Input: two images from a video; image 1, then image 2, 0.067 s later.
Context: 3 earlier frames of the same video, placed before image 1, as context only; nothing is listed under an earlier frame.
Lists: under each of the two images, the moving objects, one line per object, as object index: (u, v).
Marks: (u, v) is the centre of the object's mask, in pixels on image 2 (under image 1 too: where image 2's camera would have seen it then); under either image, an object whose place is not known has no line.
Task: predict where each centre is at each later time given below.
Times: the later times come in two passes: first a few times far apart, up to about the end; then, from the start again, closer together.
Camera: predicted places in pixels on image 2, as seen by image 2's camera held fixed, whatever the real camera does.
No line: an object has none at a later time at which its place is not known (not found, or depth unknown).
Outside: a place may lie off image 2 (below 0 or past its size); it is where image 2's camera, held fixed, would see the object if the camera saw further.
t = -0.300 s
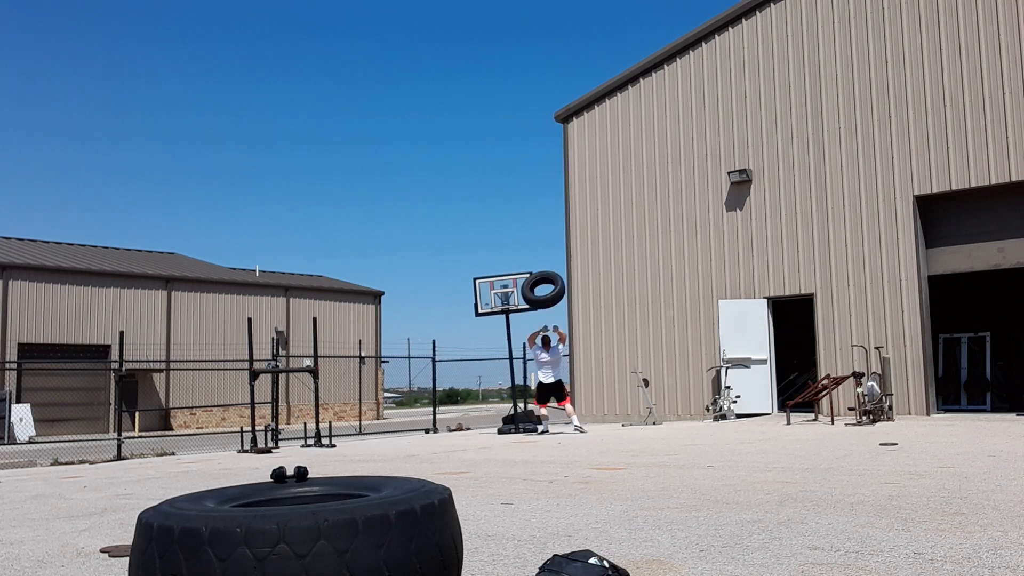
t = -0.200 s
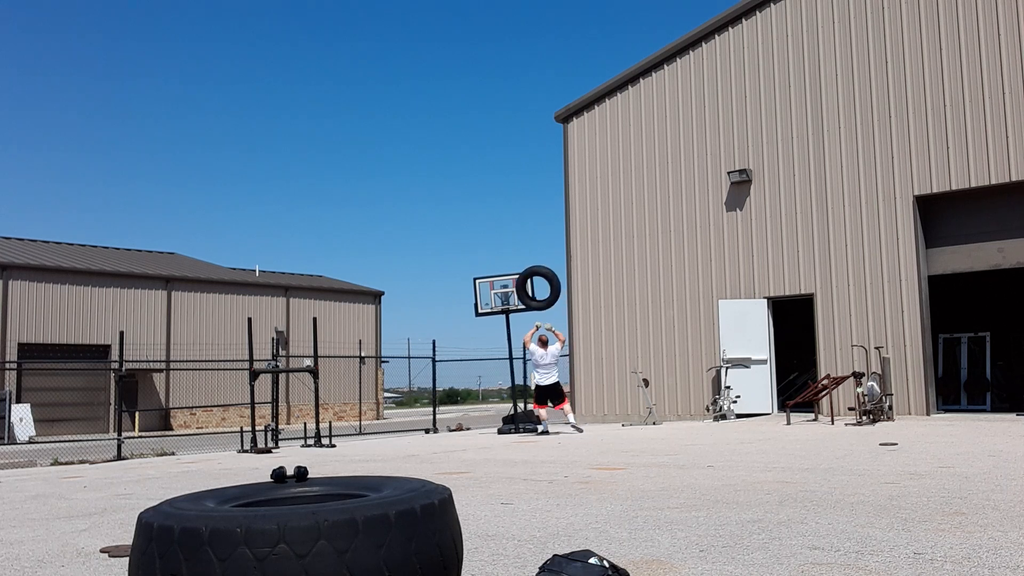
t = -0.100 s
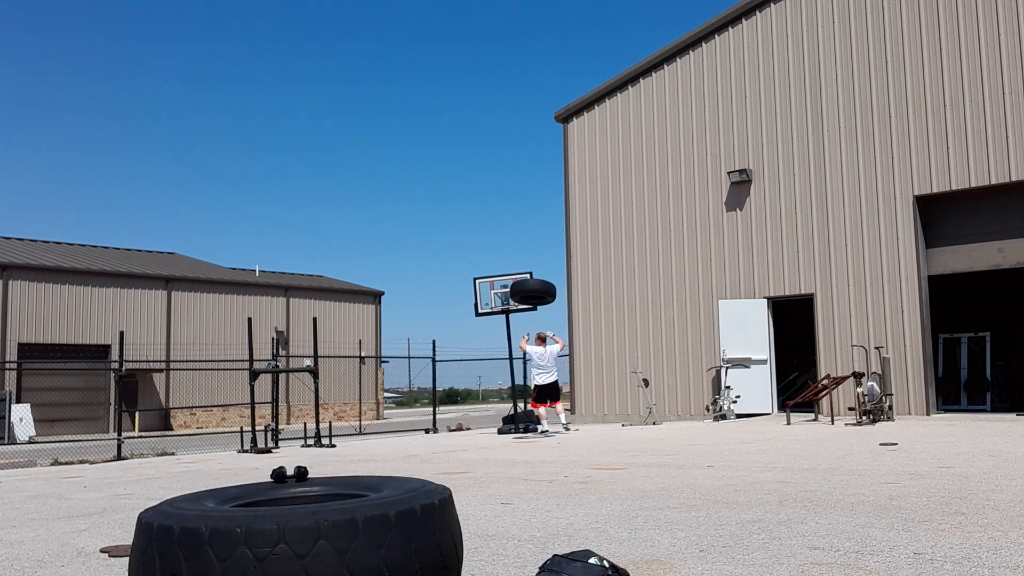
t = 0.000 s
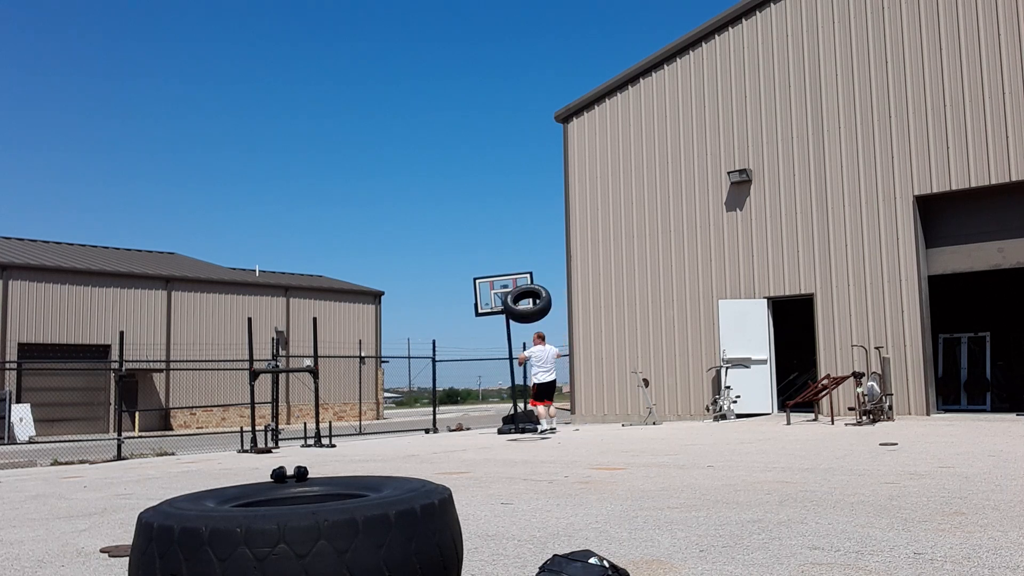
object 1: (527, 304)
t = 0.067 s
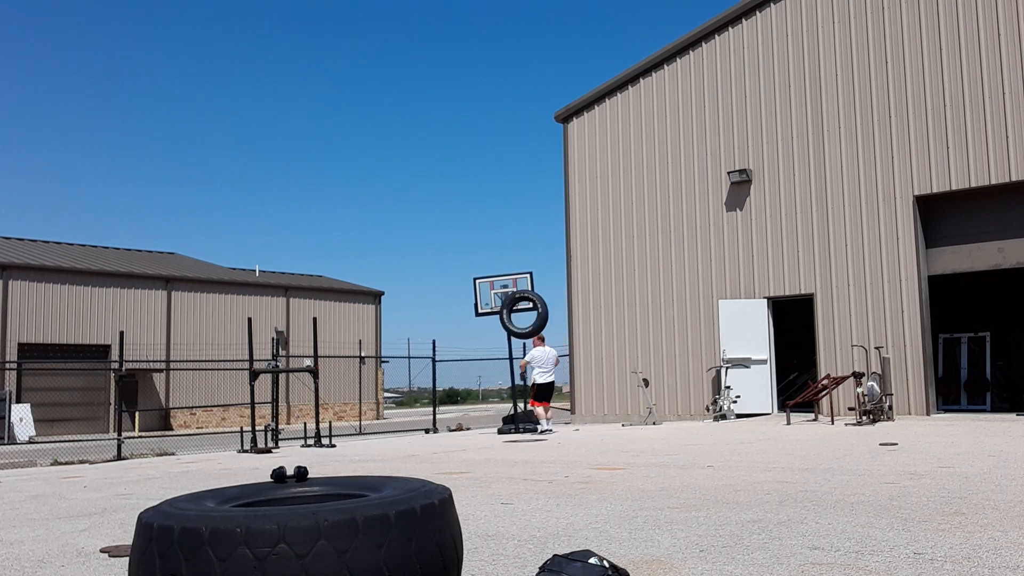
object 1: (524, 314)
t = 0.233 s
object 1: (513, 357)
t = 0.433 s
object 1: (501, 432)
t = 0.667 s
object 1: (474, 430)
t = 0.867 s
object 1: (449, 438)
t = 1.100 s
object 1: (427, 406)
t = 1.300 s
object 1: (407, 412)
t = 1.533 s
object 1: (379, 442)
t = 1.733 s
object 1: (353, 440)
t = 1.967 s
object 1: (319, 443)
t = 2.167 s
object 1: (282, 454)
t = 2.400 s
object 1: (249, 448)
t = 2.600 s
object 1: (217, 449)
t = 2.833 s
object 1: (185, 466)
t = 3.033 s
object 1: (159, 476)
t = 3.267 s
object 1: (137, 483)
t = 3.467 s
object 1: (126, 484)
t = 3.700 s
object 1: (114, 487)
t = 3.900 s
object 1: (103, 490)
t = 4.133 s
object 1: (85, 493)
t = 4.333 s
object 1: (61, 499)
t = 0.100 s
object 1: (522, 321)
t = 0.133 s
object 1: (520, 329)
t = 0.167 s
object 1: (518, 337)
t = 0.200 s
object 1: (516, 346)
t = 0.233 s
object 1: (513, 357)
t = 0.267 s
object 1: (512, 369)
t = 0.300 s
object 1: (510, 382)
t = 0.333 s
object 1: (507, 395)
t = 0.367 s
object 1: (505, 411)
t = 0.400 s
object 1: (503, 426)
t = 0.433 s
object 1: (501, 432)
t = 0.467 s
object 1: (497, 432)
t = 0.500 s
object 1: (494, 429)
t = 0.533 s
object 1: (490, 429)
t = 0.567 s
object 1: (486, 429)
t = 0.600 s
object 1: (482, 429)
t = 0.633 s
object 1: (478, 430)
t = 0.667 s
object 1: (474, 430)
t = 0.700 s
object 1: (470, 431)
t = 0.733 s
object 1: (465, 432)
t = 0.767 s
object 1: (461, 436)
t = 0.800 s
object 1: (456, 440)
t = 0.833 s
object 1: (452, 443)
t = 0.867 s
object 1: (449, 438)
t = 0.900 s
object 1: (445, 430)
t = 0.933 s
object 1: (442, 424)
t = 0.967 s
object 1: (439, 418)
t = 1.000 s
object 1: (436, 413)
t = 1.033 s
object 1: (433, 409)
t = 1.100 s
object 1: (427, 406)
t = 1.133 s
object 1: (424, 404)
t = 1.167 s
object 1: (421, 404)
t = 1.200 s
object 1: (417, 405)
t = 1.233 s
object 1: (414, 406)
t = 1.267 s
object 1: (410, 409)
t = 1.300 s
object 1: (407, 412)
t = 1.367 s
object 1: (399, 426)
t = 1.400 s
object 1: (395, 434)
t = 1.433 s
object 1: (392, 442)
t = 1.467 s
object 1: (388, 446)
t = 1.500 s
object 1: (384, 444)
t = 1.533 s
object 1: (379, 442)
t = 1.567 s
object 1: (375, 439)
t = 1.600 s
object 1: (371, 437)
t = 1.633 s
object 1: (366, 435)
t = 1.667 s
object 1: (362, 436)
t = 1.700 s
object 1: (358, 438)
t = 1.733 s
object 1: (353, 440)
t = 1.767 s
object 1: (349, 443)
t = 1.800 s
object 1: (345, 445)
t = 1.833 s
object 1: (341, 446)
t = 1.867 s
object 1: (343, 443)
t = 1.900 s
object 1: (330, 445)
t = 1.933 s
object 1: (325, 443)
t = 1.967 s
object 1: (319, 443)
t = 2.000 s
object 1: (313, 444)
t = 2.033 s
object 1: (308, 445)
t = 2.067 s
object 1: (302, 448)
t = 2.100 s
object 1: (296, 451)
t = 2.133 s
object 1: (289, 453)
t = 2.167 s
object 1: (282, 454)
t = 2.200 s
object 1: (277, 455)
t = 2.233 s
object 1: (272, 455)
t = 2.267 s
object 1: (267, 451)
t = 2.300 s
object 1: (262, 445)
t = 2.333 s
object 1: (254, 442)
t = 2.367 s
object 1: (254, 449)
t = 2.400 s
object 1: (249, 448)
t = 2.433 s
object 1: (244, 449)
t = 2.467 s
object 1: (229, 436)
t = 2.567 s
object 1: (222, 447)
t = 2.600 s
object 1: (217, 449)
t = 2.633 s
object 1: (215, 458)
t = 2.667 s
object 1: (210, 458)
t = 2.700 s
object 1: (205, 459)
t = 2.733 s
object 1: (200, 461)
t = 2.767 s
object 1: (195, 463)
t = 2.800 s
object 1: (190, 465)
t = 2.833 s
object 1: (185, 466)
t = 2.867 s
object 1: (181, 467)
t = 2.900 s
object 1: (176, 469)
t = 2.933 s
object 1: (171, 472)
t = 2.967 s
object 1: (167, 474)
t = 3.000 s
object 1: (163, 475)
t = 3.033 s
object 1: (159, 476)
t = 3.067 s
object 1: (155, 477)
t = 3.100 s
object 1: (151, 479)
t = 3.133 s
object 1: (148, 480)
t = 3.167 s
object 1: (145, 480)
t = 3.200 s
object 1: (142, 481)
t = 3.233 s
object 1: (139, 482)
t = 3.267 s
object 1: (137, 483)
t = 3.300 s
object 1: (135, 483)
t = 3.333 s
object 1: (133, 483)
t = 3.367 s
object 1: (131, 484)
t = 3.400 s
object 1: (130, 484)
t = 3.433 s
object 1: (128, 484)
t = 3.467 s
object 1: (126, 484)
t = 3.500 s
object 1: (125, 485)
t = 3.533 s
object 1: (123, 486)
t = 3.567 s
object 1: (121, 486)
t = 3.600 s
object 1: (119, 486)
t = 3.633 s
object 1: (117, 487)
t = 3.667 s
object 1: (116, 487)
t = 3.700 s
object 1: (114, 487)
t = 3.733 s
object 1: (113, 488)
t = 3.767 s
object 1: (111, 488)
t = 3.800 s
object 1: (109, 489)
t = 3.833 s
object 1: (107, 489)
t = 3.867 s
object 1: (105, 490)
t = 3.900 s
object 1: (103, 490)
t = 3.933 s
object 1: (101, 491)
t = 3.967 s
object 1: (99, 491)
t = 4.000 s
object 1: (97, 491)
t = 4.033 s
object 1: (94, 491)
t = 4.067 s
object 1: (91, 492)
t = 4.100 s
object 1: (88, 492)
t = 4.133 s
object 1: (85, 493)
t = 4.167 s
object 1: (82, 495)
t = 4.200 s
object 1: (78, 496)
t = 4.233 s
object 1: (74, 497)
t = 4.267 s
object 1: (70, 498)
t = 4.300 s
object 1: (66, 498)
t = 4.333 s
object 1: (61, 499)
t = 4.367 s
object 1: (57, 500)
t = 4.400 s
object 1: (53, 501)
